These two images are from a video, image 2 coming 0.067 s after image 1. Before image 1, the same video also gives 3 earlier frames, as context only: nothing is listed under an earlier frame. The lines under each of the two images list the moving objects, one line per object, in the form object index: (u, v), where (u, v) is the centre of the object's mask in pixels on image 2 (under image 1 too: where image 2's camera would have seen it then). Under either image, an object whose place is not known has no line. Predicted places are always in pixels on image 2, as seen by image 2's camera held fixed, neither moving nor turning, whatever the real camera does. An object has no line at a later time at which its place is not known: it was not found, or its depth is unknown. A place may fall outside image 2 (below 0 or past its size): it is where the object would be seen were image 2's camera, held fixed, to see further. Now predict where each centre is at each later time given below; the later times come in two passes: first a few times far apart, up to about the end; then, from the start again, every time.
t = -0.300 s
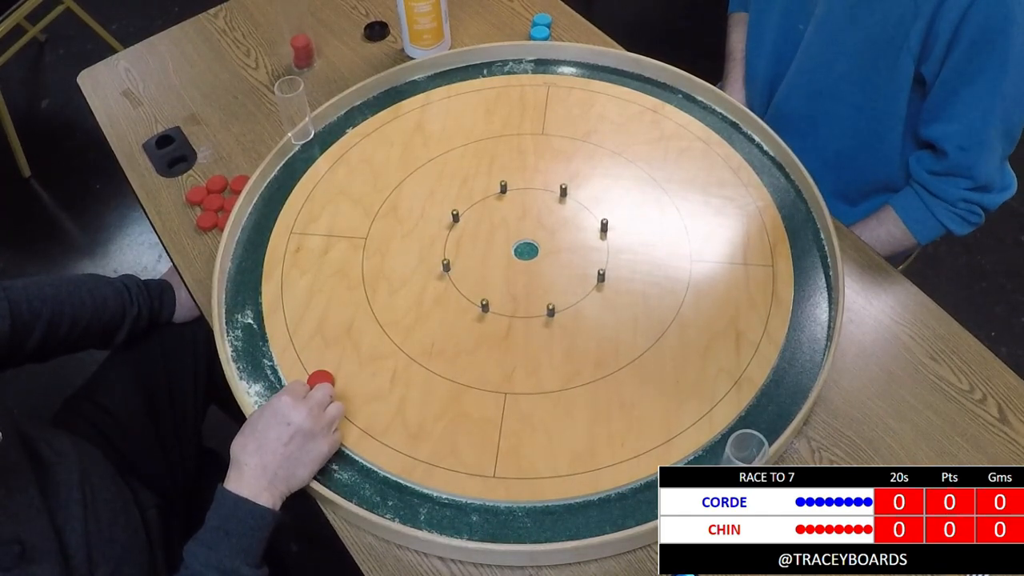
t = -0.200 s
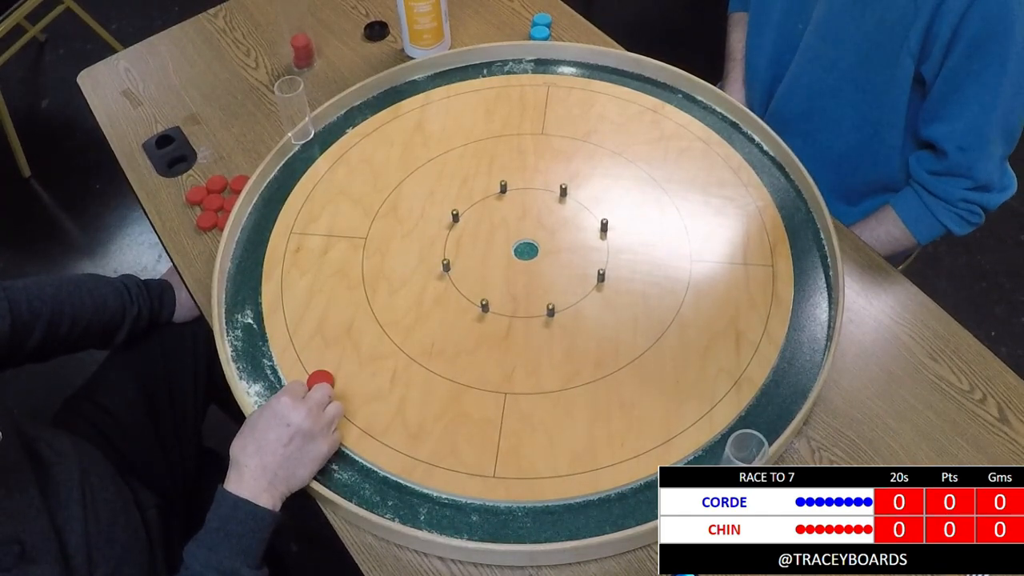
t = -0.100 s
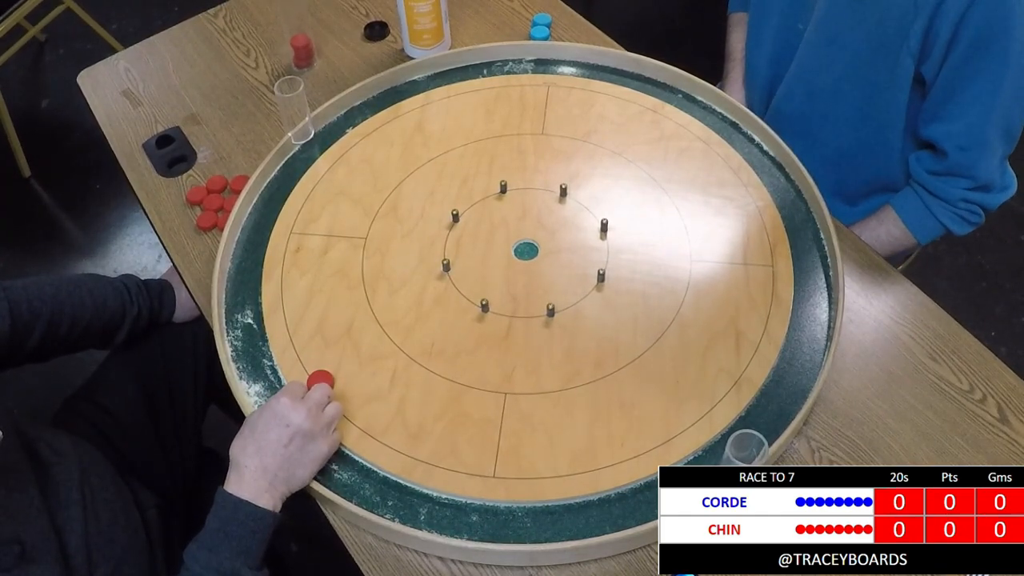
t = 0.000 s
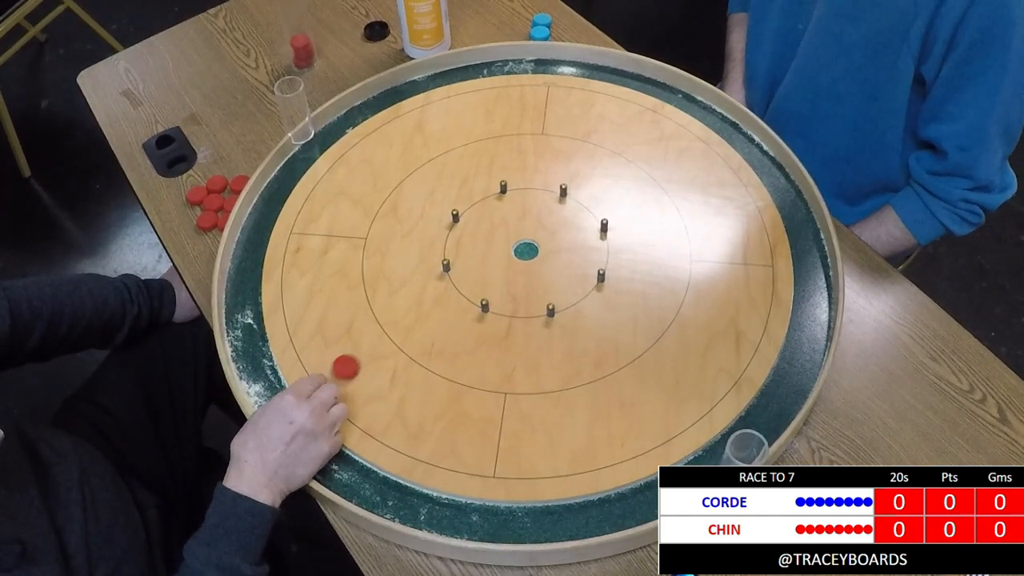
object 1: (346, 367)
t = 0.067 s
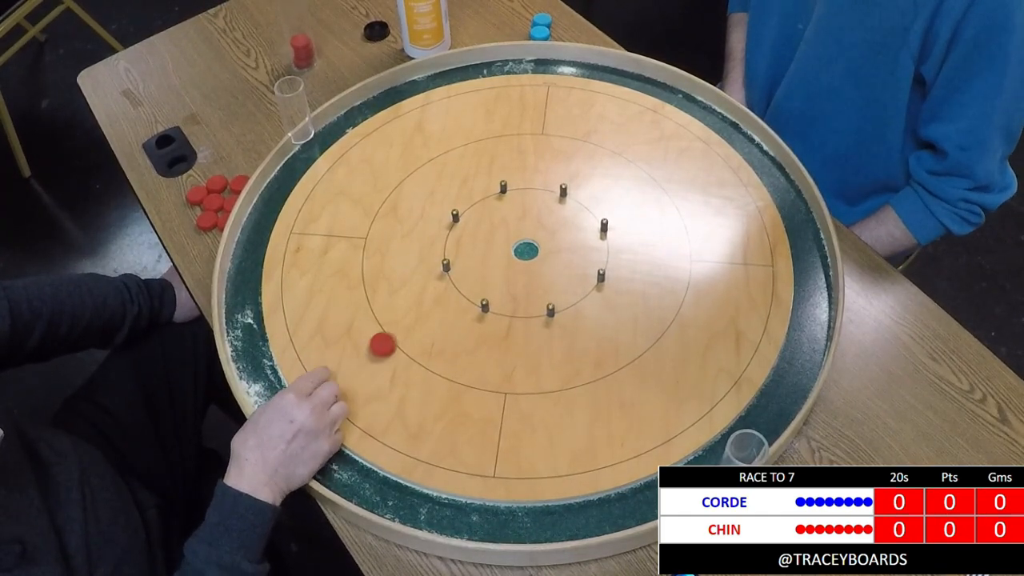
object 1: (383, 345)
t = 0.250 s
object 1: (467, 292)
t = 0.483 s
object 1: (532, 250)
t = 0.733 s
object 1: (535, 241)
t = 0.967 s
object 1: (535, 242)
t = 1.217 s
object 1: (535, 241)
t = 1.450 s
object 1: (535, 242)
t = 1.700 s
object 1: (535, 242)
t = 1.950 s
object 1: (535, 241)
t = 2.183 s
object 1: (535, 241)
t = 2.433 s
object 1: (535, 241)
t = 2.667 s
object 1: (535, 242)
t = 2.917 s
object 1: (535, 241)
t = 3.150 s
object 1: (535, 242)
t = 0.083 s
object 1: (391, 339)
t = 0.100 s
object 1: (400, 334)
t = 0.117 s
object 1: (408, 328)
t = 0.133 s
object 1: (416, 323)
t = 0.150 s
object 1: (424, 318)
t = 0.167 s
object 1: (431, 314)
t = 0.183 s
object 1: (439, 309)
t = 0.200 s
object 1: (446, 305)
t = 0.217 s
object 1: (453, 300)
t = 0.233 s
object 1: (460, 296)
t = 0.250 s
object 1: (467, 292)
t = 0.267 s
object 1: (473, 288)
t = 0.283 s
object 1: (479, 284)
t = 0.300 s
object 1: (484, 281)
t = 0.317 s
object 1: (490, 277)
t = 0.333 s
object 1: (495, 274)
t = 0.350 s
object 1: (500, 271)
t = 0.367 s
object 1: (505, 267)
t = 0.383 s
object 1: (510, 265)
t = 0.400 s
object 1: (514, 262)
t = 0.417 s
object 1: (518, 259)
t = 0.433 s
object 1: (522, 257)
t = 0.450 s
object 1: (526, 254)
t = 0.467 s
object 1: (529, 252)
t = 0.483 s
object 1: (532, 250)
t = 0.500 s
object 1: (534, 247)
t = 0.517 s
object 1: (535, 245)
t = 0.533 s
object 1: (535, 244)
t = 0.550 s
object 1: (535, 243)
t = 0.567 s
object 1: (535, 242)
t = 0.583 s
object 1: (535, 242)
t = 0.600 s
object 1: (535, 242)
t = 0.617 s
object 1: (535, 241)
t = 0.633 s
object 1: (535, 241)
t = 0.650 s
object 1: (535, 241)
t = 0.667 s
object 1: (535, 242)
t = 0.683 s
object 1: (535, 241)
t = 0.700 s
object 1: (535, 241)
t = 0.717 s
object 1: (535, 242)
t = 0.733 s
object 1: (535, 241)
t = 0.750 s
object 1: (535, 242)
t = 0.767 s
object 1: (535, 242)
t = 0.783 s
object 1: (535, 242)
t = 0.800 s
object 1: (535, 242)
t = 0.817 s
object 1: (535, 242)
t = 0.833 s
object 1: (535, 241)
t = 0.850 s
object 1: (535, 242)
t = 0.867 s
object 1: (535, 241)
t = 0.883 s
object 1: (535, 242)
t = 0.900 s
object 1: (535, 242)
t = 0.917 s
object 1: (535, 242)
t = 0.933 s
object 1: (535, 242)
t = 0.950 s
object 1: (535, 242)
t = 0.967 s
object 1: (535, 242)
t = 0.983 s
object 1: (535, 242)
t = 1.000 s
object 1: (535, 242)
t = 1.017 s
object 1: (535, 242)
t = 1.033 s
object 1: (535, 242)
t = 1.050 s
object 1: (535, 241)
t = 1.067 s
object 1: (535, 241)
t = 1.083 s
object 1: (535, 241)
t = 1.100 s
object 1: (535, 242)
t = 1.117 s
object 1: (535, 242)
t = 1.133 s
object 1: (535, 241)
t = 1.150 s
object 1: (535, 241)
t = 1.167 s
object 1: (535, 242)
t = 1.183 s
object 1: (535, 241)
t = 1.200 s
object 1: (535, 241)
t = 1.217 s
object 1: (535, 241)
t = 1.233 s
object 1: (535, 241)
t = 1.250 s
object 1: (535, 241)
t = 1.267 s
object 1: (535, 242)
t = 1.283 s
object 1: (535, 242)
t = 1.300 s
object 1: (535, 242)
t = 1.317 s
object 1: (535, 242)
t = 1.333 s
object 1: (535, 242)
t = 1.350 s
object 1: (535, 242)
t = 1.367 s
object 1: (535, 242)
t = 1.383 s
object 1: (535, 242)
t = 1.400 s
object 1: (535, 242)
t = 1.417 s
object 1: (535, 242)
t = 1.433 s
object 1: (535, 242)
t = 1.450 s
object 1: (535, 242)
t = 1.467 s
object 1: (535, 241)
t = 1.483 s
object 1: (535, 242)
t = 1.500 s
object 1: (535, 242)
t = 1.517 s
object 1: (535, 241)
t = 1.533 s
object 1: (535, 241)
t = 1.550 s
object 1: (535, 241)
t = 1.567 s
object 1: (535, 241)
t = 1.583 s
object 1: (535, 241)
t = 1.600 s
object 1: (535, 241)
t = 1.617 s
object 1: (535, 241)
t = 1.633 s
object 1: (535, 242)
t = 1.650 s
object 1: (535, 242)
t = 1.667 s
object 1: (535, 242)
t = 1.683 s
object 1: (535, 242)
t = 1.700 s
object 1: (535, 242)
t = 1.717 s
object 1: (535, 242)
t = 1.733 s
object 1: (535, 242)
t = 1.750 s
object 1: (535, 241)
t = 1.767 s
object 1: (535, 242)
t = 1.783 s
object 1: (535, 242)
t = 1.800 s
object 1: (535, 241)
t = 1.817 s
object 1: (535, 241)
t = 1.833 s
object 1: (535, 241)
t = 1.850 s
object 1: (535, 241)
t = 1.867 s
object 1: (535, 241)
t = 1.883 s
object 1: (535, 242)
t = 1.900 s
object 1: (535, 242)
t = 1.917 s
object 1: (535, 242)
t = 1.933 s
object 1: (535, 242)
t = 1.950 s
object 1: (535, 241)
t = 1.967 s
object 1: (535, 242)
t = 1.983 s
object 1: (535, 242)
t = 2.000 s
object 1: (535, 242)
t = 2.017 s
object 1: (535, 242)
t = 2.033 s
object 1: (535, 242)
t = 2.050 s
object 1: (535, 242)
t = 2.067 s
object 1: (535, 242)
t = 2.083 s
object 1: (535, 242)
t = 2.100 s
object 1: (535, 242)
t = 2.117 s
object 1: (535, 241)
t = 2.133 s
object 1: (535, 241)
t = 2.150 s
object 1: (535, 241)
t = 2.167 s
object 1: (535, 241)
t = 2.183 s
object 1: (535, 241)
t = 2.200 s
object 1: (535, 241)
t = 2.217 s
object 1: (535, 241)
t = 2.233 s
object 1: (535, 241)
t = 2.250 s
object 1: (535, 242)
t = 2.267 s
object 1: (535, 242)
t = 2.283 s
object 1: (535, 242)
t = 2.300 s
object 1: (535, 242)
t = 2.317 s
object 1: (535, 242)
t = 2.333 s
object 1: (535, 242)
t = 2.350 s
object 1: (535, 241)
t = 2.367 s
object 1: (535, 241)
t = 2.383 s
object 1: (535, 241)
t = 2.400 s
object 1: (535, 241)
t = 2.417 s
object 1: (535, 241)
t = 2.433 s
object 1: (535, 241)
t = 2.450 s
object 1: (535, 241)
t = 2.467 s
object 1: (535, 241)
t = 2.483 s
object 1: (535, 241)
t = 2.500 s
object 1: (535, 241)
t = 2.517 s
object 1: (535, 241)
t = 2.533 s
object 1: (535, 241)
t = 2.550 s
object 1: (535, 242)
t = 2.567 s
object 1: (535, 242)
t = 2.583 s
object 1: (535, 242)
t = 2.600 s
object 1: (535, 242)
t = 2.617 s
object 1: (535, 242)
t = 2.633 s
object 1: (535, 242)
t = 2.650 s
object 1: (535, 242)
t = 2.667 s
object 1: (535, 242)
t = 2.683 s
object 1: (535, 242)
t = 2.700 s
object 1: (535, 241)
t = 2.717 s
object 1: (535, 241)
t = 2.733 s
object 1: (535, 241)
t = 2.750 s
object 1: (535, 241)
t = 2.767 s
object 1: (535, 241)
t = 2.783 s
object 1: (535, 241)
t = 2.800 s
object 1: (535, 241)
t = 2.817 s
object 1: (535, 241)
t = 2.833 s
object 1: (535, 241)
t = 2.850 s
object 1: (535, 241)
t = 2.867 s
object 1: (535, 241)
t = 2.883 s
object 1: (535, 241)
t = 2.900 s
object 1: (535, 241)
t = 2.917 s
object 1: (535, 241)
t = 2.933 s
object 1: (535, 241)
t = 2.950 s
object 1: (535, 241)
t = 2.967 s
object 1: (535, 241)
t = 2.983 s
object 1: (535, 241)
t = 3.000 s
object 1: (535, 241)
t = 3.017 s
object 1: (535, 241)
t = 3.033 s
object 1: (535, 241)
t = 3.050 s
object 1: (535, 241)
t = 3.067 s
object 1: (535, 241)
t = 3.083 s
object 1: (535, 241)
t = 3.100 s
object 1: (535, 242)
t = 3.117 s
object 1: (535, 241)
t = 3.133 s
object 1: (535, 241)
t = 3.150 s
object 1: (535, 242)
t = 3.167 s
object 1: (535, 241)
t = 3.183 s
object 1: (535, 241)
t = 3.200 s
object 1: (535, 241)
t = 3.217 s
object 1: (535, 241)
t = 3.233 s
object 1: (535, 241)
